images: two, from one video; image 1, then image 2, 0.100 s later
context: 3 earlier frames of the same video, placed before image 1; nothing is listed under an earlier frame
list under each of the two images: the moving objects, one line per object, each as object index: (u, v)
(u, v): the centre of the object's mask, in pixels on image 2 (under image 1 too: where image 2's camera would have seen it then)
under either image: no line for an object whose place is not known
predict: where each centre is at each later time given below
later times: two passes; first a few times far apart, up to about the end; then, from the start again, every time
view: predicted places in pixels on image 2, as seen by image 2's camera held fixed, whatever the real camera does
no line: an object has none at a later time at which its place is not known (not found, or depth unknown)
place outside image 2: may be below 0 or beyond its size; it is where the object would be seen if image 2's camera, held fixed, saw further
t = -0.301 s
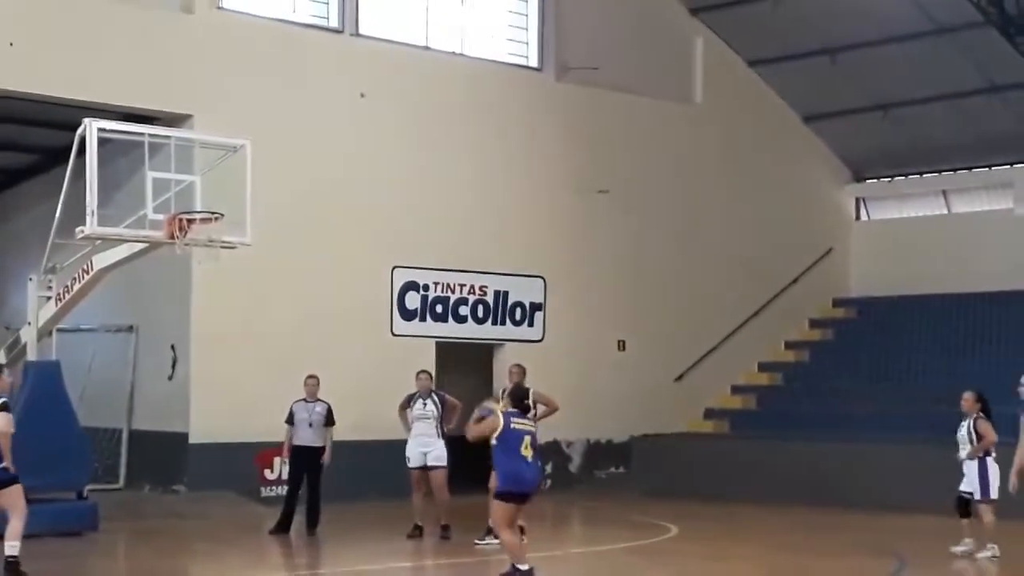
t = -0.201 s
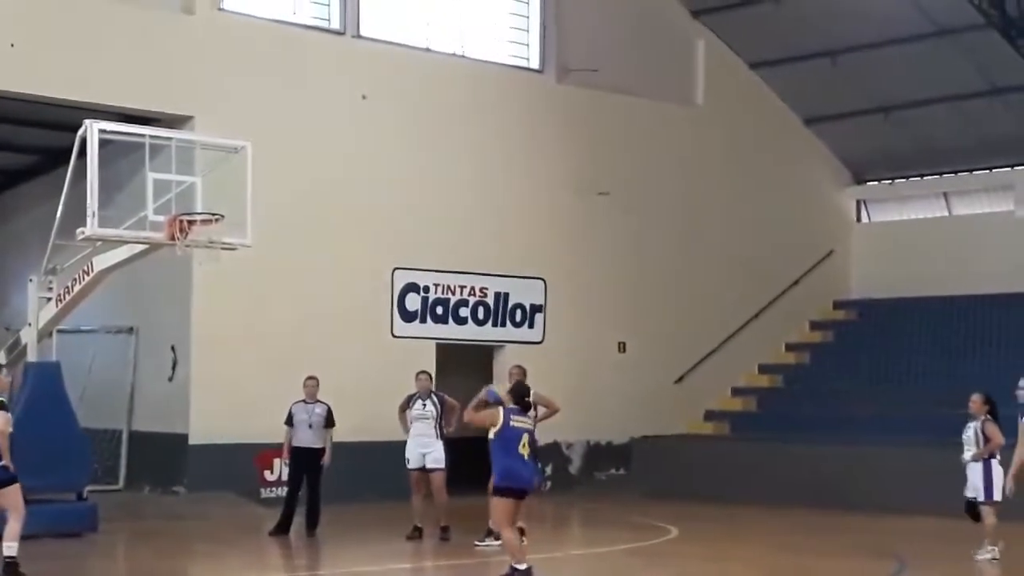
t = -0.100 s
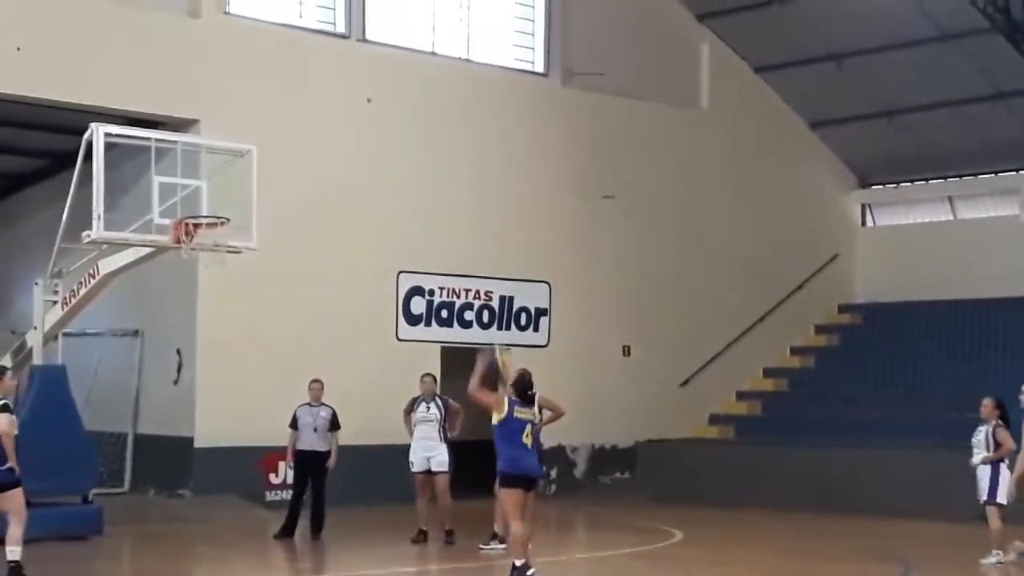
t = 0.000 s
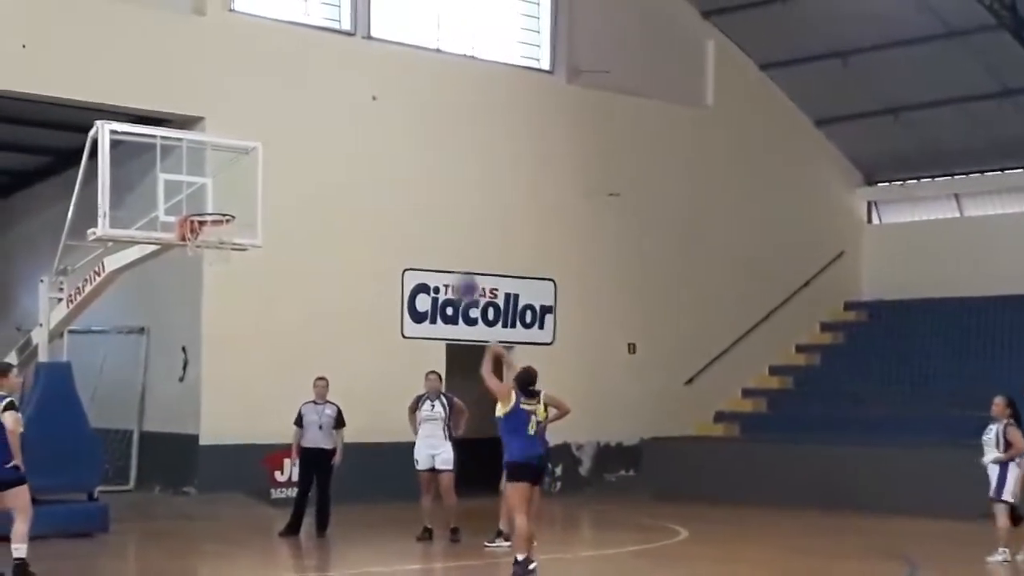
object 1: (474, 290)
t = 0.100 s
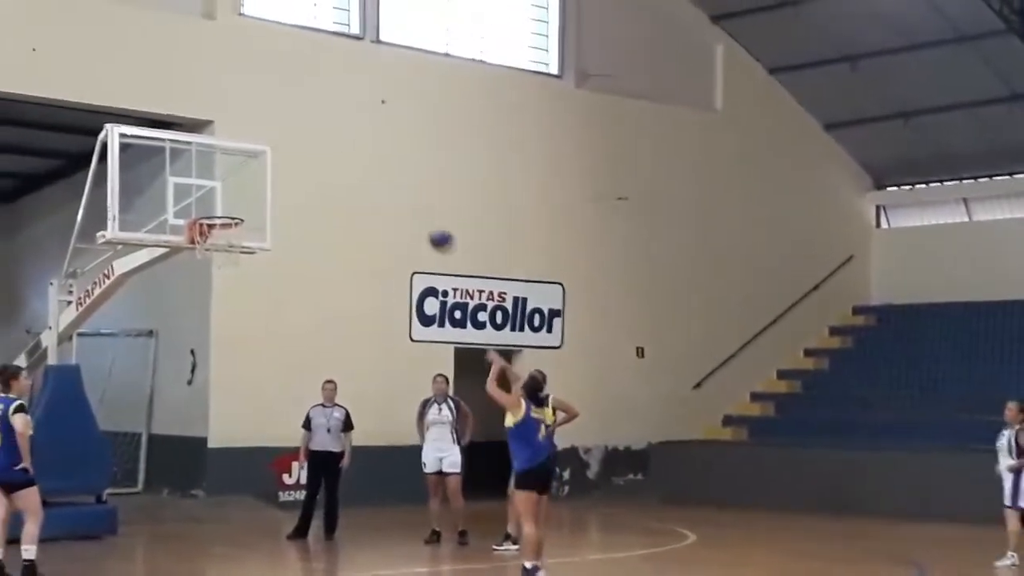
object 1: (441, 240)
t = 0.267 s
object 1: (387, 177)
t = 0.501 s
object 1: (318, 145)
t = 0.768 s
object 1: (242, 185)
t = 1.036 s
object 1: (224, 174)
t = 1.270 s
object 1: (228, 183)
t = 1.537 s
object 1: (233, 284)
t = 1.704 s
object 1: (234, 384)
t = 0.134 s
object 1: (430, 225)
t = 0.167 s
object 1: (418, 212)
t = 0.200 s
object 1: (407, 199)
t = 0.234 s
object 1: (397, 187)
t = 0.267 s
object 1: (387, 177)
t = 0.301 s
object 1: (377, 168)
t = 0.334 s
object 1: (366, 162)
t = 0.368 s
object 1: (355, 155)
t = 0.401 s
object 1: (346, 150)
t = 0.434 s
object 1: (336, 146)
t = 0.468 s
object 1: (327, 145)
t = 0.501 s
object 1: (318, 145)
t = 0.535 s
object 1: (308, 147)
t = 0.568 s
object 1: (298, 149)
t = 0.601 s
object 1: (290, 153)
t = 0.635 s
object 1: (281, 158)
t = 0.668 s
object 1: (269, 163)
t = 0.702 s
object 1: (260, 169)
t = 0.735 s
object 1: (251, 177)
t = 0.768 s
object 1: (242, 185)
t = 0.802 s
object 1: (233, 196)
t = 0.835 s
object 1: (225, 204)
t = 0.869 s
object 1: (221, 203)
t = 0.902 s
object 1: (222, 195)
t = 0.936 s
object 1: (222, 188)
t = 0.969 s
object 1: (223, 182)
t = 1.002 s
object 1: (224, 177)
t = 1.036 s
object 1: (224, 174)
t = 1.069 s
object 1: (224, 172)
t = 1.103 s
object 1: (225, 171)
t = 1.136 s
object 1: (225, 171)
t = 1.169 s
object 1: (226, 173)
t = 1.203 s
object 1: (226, 174)
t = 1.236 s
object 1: (227, 179)
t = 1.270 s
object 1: (228, 183)
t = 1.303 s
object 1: (227, 188)
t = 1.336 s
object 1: (227, 197)
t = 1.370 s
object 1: (227, 206)
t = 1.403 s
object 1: (227, 216)
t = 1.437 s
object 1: (229, 238)
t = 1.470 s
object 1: (229, 254)
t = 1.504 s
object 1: (232, 269)
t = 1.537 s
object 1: (233, 284)
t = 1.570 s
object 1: (233, 300)
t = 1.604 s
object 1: (234, 320)
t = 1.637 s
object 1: (234, 339)
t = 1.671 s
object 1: (234, 362)
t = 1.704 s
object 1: (234, 384)
